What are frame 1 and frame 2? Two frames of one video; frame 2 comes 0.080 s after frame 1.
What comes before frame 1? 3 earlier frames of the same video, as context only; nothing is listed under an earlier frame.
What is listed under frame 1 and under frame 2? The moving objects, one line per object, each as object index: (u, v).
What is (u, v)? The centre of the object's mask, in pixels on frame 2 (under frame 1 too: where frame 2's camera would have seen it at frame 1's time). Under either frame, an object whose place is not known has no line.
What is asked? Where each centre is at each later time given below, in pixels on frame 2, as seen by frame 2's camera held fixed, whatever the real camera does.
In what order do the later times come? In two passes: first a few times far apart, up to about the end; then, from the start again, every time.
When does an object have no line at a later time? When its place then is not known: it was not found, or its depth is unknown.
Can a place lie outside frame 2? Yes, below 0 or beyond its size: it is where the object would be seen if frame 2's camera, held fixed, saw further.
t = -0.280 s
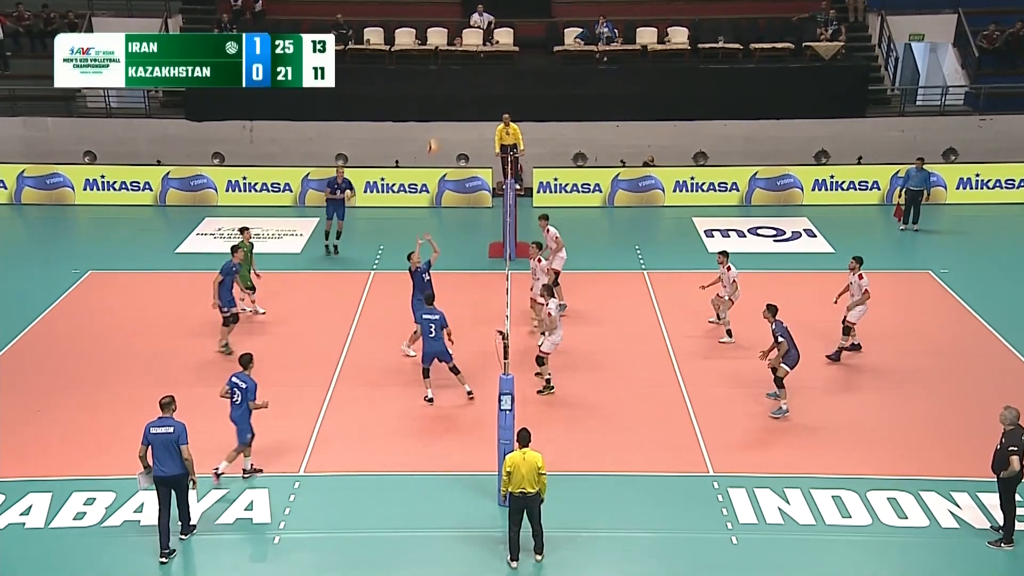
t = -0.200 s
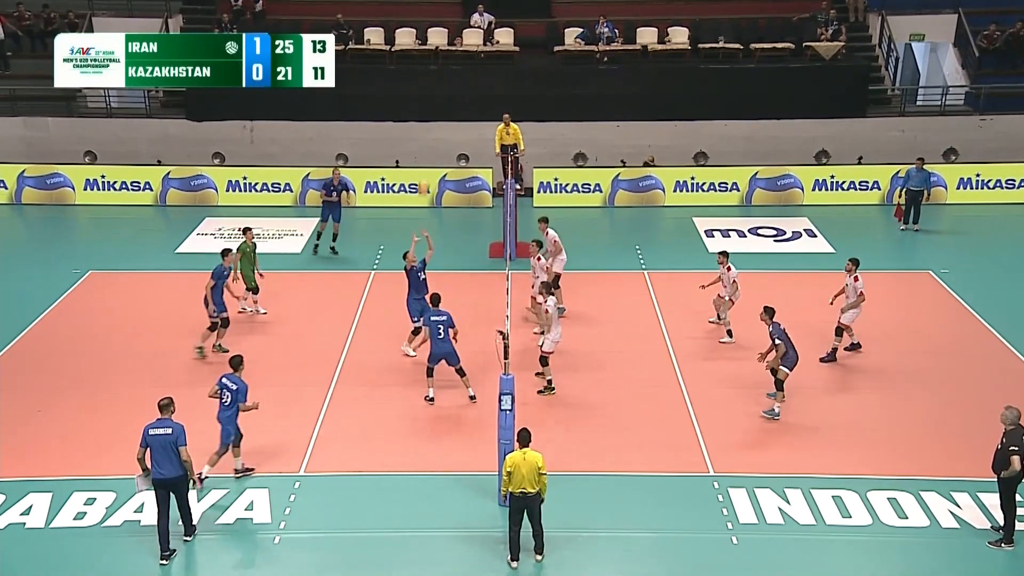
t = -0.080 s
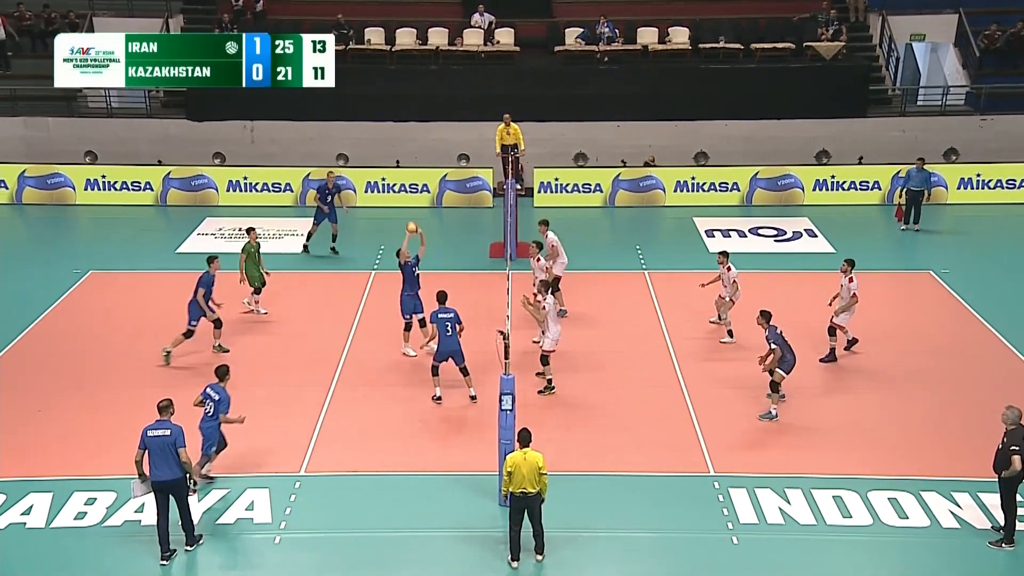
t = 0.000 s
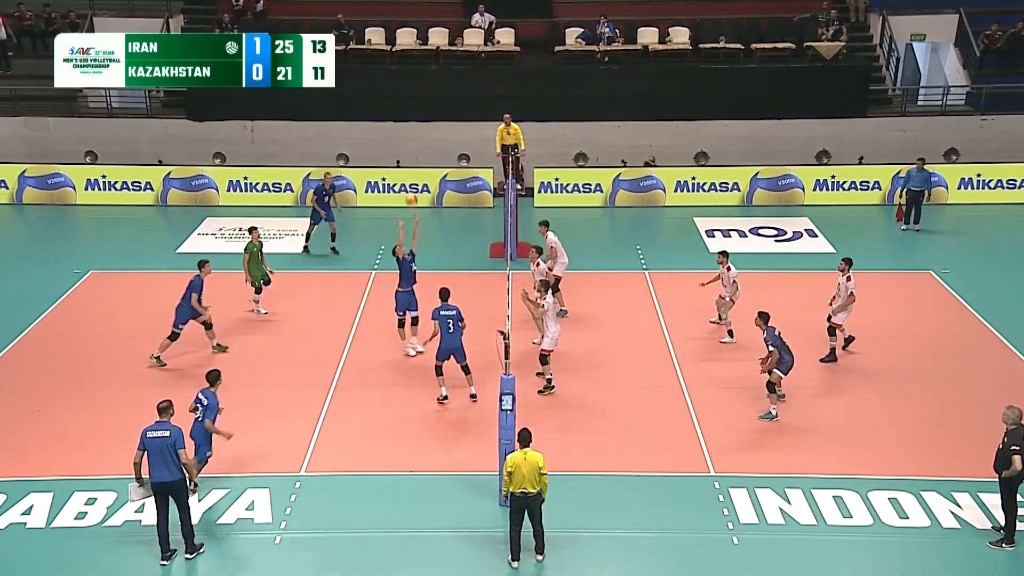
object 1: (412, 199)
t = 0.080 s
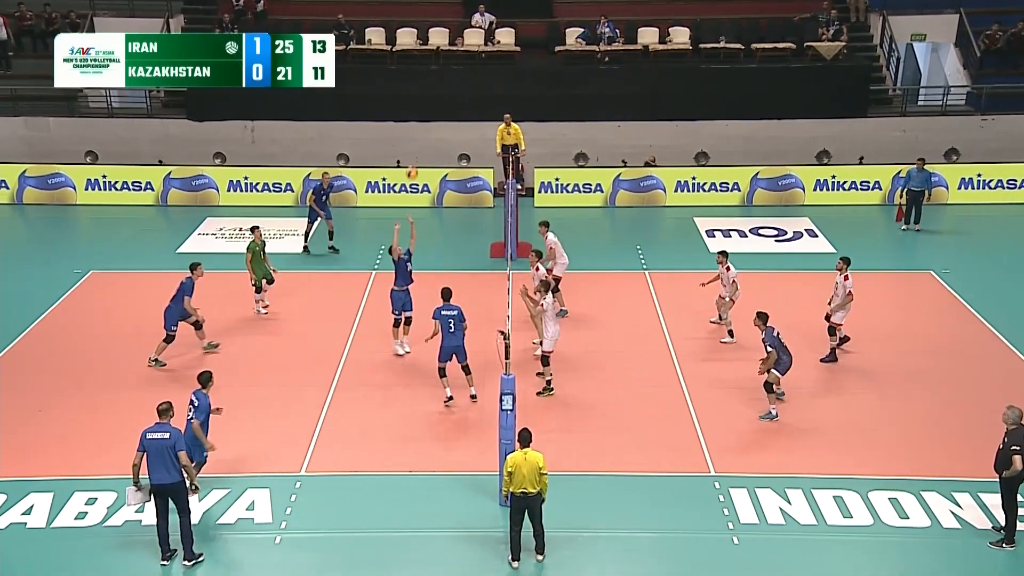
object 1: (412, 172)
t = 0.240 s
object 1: (412, 127)
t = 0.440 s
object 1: (412, 92)
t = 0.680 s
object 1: (413, 80)
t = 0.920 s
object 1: (416, 102)
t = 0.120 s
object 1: (412, 160)
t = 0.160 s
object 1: (412, 149)
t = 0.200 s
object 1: (412, 137)
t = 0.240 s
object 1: (412, 127)
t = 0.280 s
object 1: (412, 118)
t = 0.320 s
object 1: (412, 112)
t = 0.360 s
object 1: (412, 104)
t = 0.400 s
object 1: (412, 97)
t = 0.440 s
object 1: (412, 92)
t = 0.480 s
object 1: (412, 87)
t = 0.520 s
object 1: (412, 83)
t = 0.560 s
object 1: (413, 83)
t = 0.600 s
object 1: (413, 81)
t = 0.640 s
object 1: (413, 80)
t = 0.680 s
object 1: (413, 80)
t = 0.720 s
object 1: (414, 81)
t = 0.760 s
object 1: (415, 82)
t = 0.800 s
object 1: (415, 86)
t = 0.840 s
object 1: (415, 89)
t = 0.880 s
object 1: (416, 97)
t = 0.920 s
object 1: (416, 102)
